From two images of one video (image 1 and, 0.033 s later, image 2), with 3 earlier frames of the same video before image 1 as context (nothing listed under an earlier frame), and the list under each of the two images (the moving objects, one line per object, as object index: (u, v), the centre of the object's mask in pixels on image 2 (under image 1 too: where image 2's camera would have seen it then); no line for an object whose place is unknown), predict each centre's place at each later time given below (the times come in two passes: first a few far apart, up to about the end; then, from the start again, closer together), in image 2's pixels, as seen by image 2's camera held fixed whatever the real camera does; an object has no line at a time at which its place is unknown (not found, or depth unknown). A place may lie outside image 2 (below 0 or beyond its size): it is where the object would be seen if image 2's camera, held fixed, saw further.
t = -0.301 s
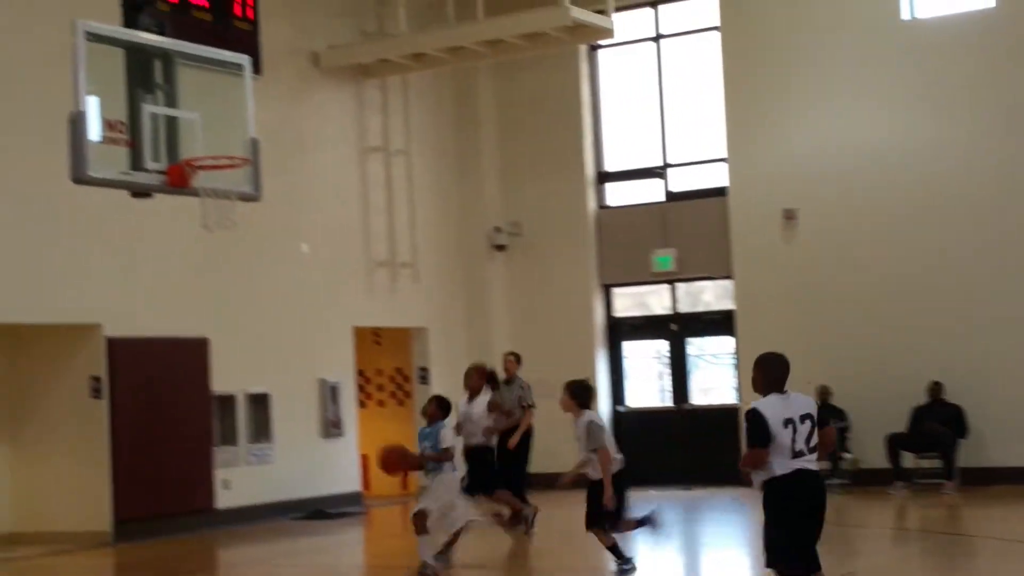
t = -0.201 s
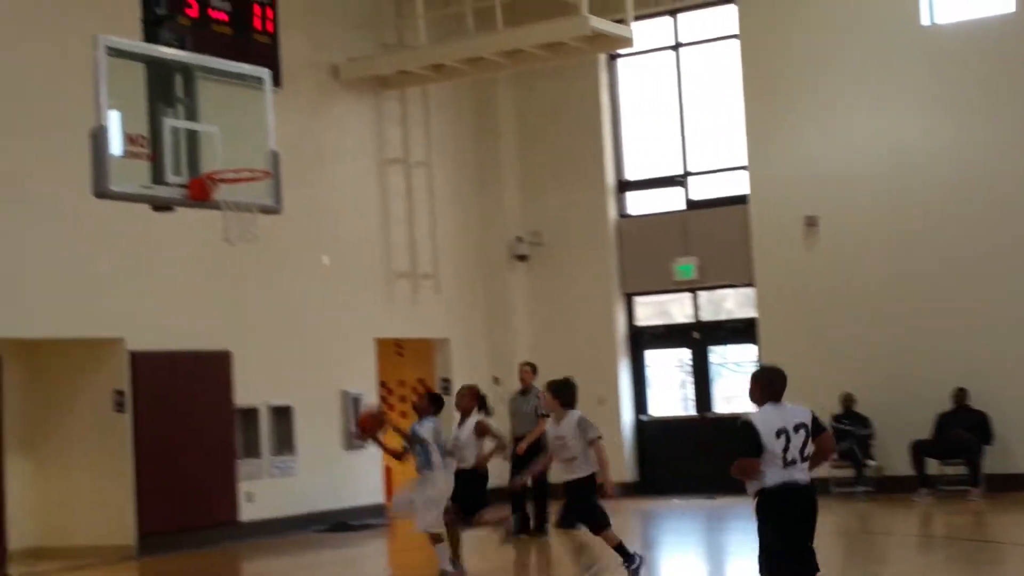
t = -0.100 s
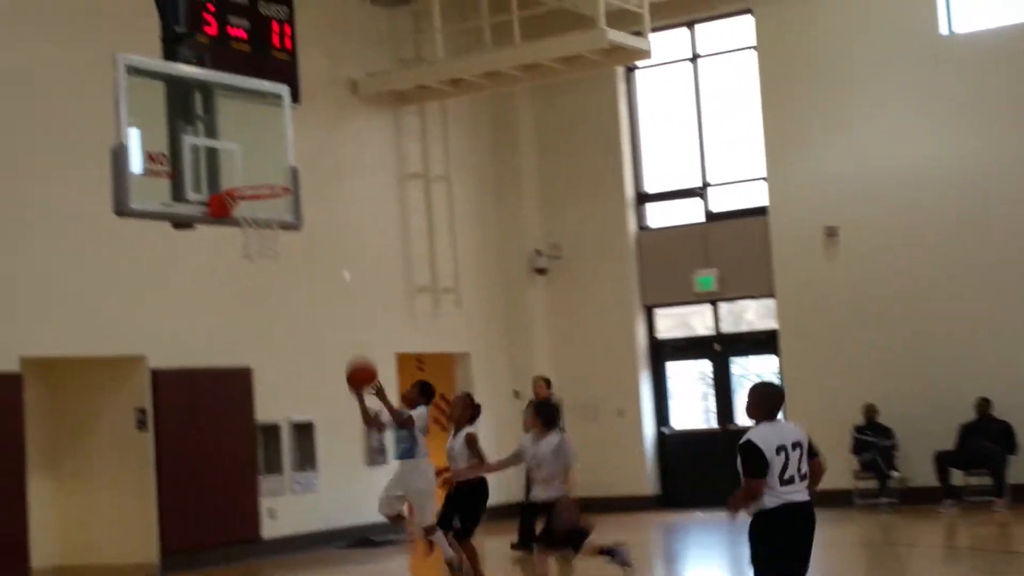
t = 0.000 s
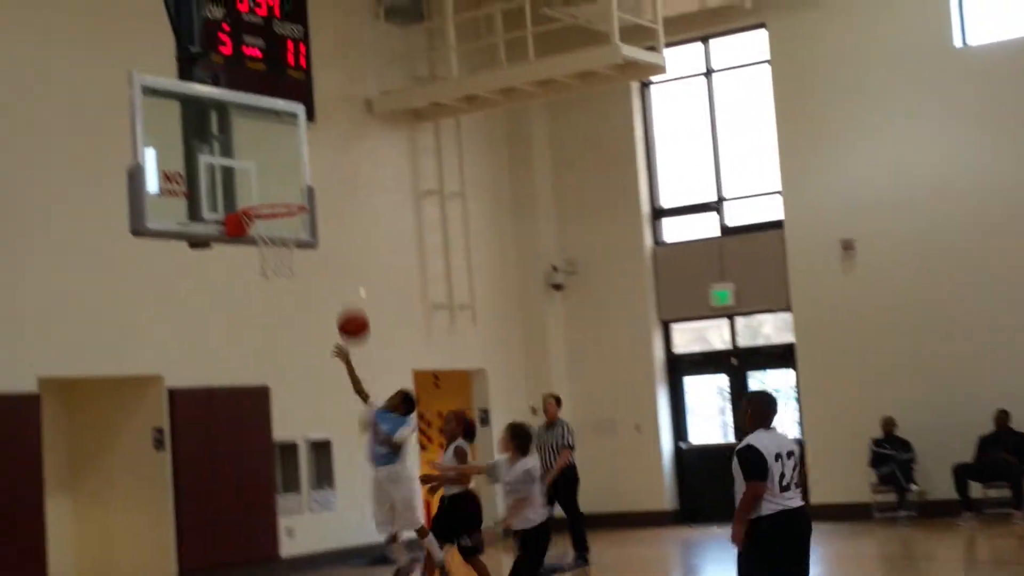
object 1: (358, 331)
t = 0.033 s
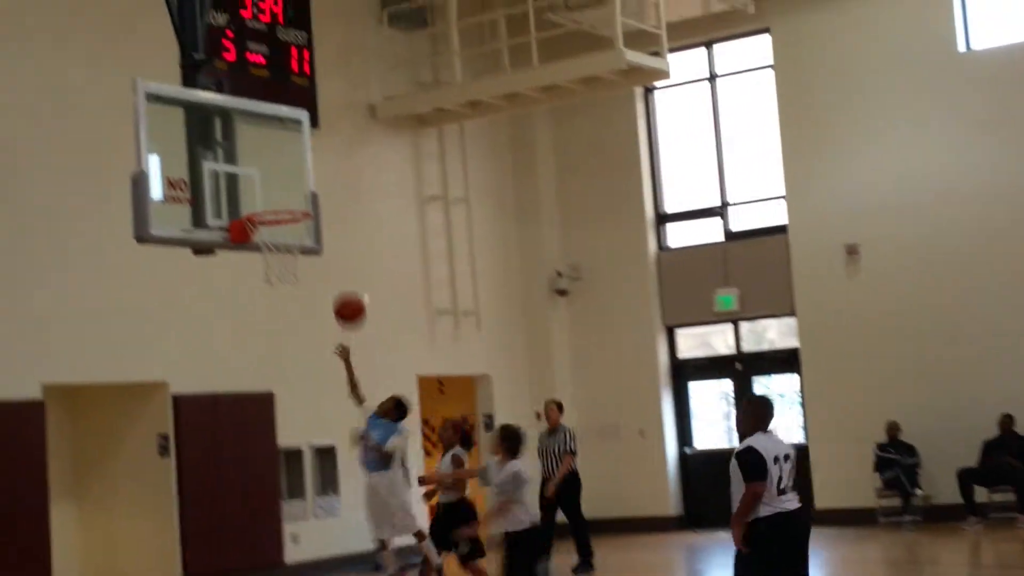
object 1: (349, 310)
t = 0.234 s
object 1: (302, 211)
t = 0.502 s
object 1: (274, 162)
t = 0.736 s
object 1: (288, 198)
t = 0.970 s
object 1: (294, 282)
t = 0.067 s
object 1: (341, 289)
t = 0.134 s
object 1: (326, 255)
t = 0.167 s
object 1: (319, 239)
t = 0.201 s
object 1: (310, 225)
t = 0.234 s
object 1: (302, 211)
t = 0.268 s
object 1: (293, 198)
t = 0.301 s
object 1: (286, 189)
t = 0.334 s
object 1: (279, 180)
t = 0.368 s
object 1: (272, 173)
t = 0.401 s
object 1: (270, 168)
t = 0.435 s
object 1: (271, 165)
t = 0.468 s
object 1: (272, 163)
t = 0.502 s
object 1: (274, 162)
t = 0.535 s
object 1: (275, 163)
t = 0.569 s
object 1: (277, 165)
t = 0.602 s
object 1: (279, 169)
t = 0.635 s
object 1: (281, 174)
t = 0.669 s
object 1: (283, 182)
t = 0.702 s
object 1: (285, 190)
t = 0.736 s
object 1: (288, 198)
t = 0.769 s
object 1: (291, 211)
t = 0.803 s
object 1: (294, 225)
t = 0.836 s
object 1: (296, 240)
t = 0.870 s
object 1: (297, 251)
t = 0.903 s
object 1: (297, 259)
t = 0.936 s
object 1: (295, 271)
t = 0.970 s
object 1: (294, 282)
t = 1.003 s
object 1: (292, 296)
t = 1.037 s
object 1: (292, 311)
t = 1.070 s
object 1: (291, 328)
